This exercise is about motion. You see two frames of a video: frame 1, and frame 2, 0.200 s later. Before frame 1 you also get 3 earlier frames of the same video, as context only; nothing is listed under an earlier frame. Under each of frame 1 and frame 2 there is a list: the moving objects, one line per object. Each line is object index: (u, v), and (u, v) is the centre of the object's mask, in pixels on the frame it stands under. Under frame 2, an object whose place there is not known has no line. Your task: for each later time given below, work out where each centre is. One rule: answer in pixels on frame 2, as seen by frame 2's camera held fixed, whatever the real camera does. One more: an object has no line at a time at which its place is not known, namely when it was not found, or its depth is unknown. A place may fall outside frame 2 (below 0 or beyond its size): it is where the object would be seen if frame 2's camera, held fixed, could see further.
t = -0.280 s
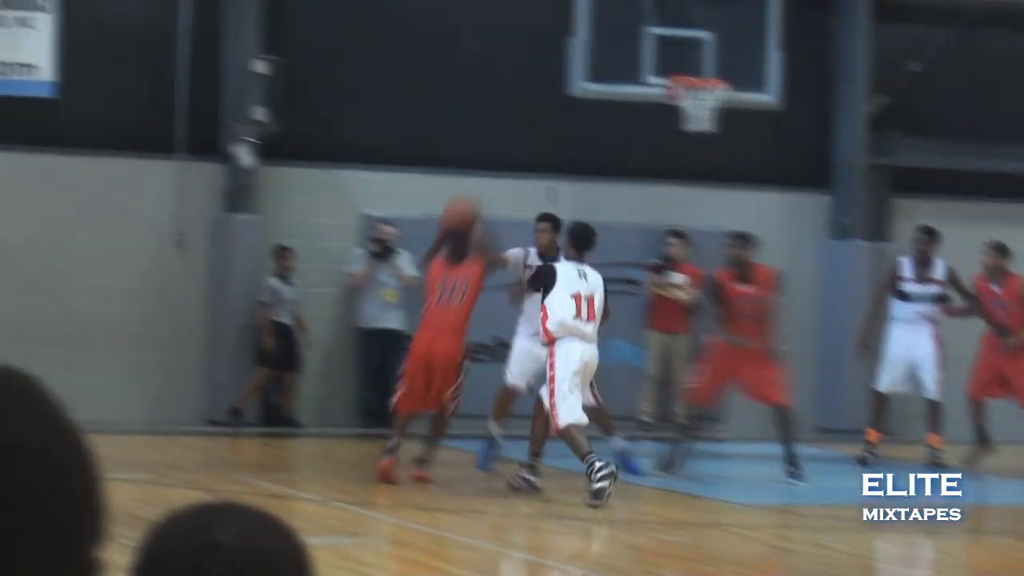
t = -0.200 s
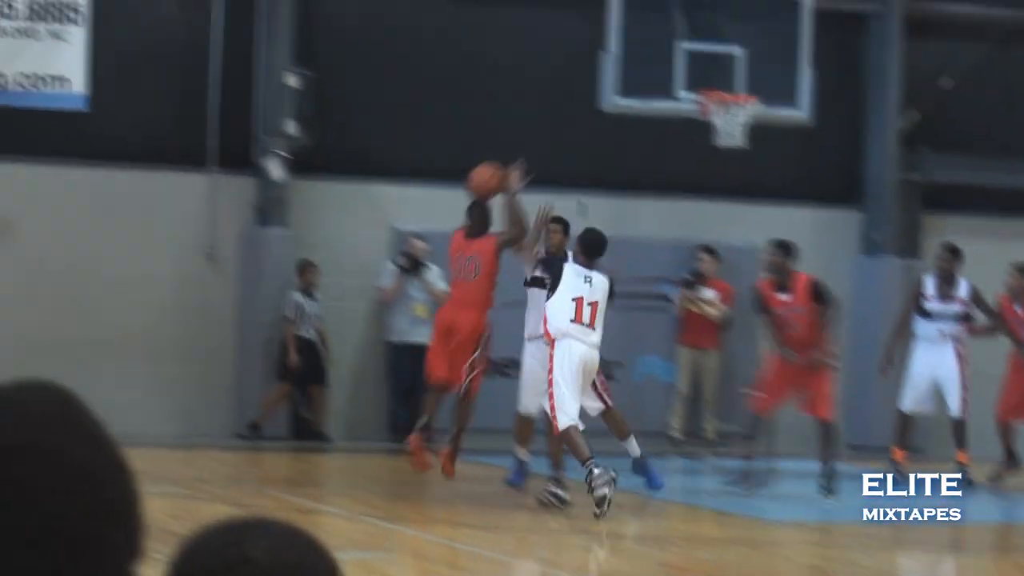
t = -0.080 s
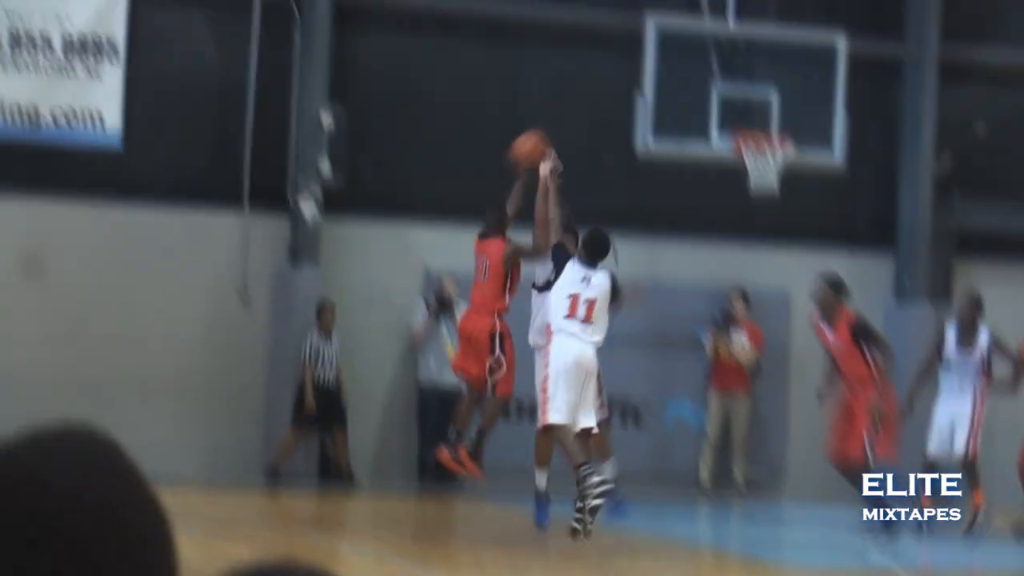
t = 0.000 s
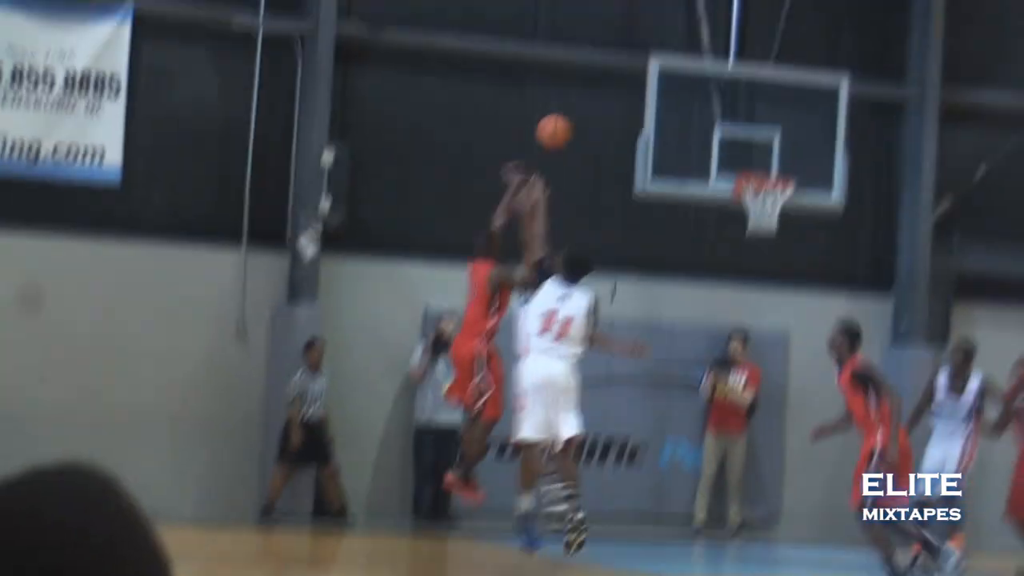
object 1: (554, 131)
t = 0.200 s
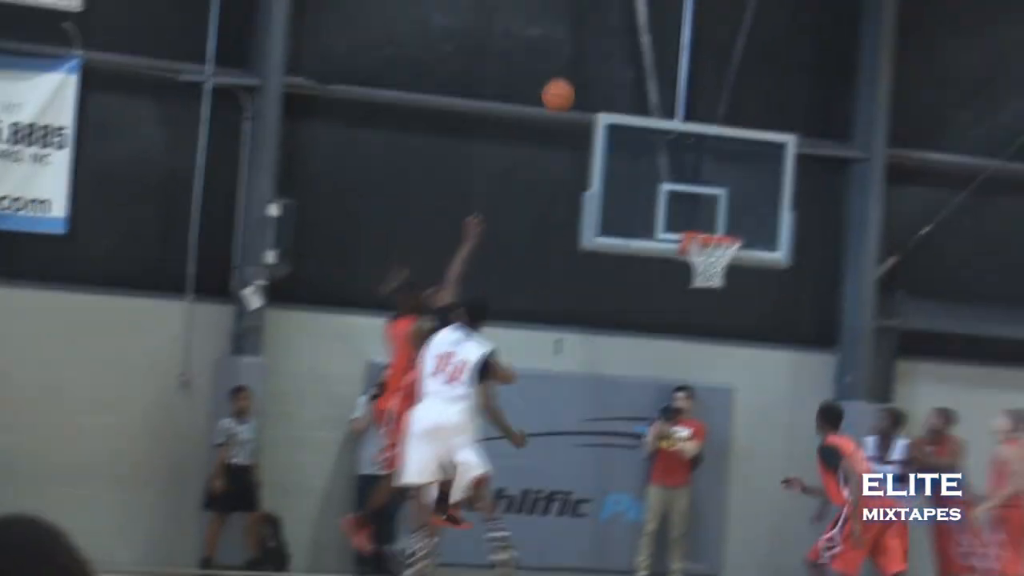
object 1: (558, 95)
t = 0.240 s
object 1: (567, 85)
